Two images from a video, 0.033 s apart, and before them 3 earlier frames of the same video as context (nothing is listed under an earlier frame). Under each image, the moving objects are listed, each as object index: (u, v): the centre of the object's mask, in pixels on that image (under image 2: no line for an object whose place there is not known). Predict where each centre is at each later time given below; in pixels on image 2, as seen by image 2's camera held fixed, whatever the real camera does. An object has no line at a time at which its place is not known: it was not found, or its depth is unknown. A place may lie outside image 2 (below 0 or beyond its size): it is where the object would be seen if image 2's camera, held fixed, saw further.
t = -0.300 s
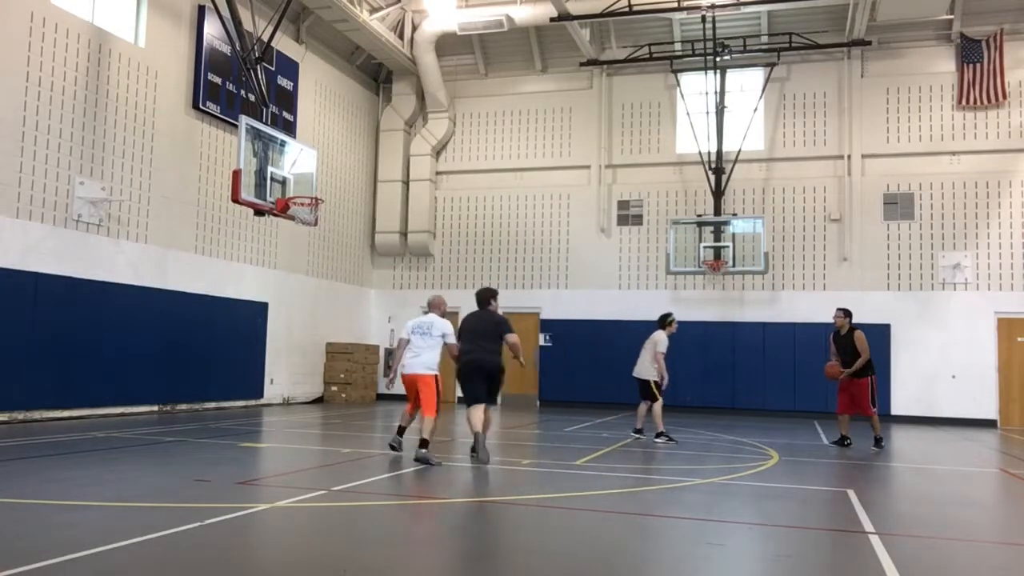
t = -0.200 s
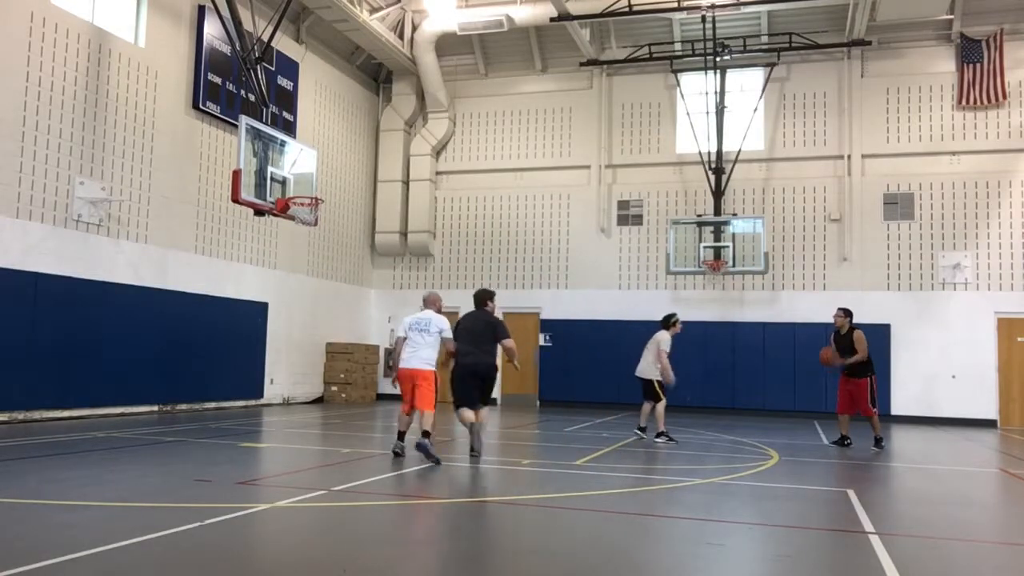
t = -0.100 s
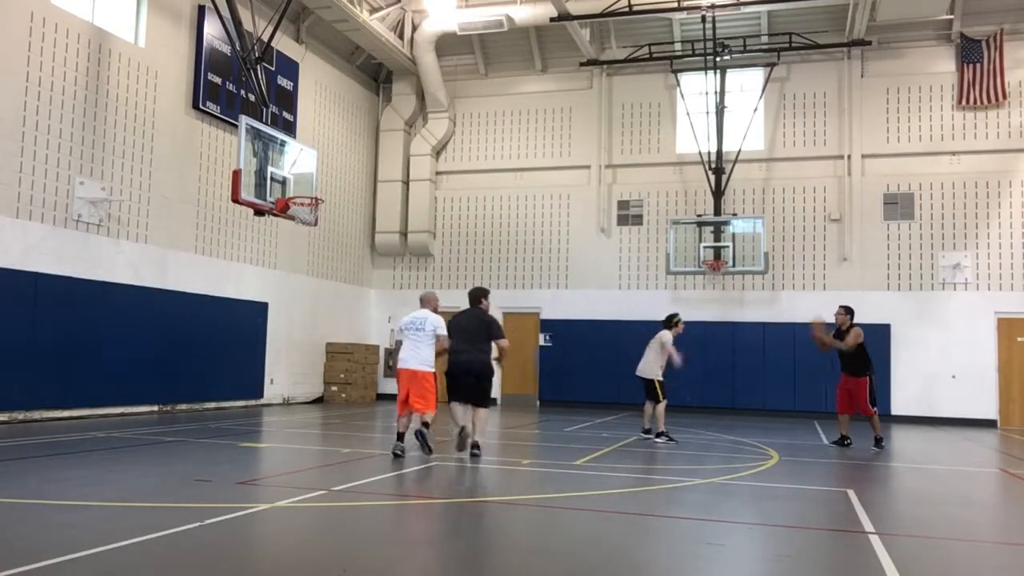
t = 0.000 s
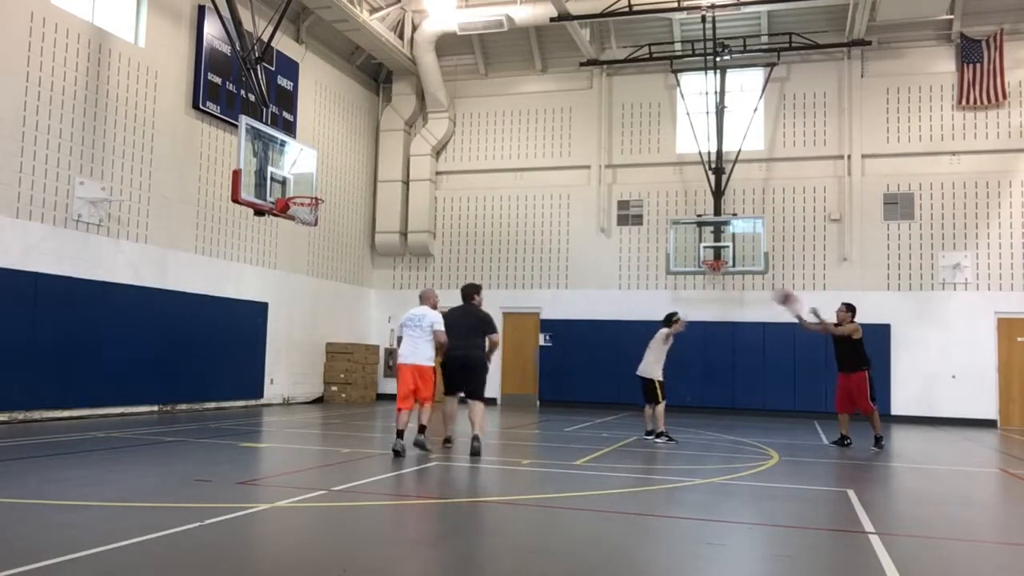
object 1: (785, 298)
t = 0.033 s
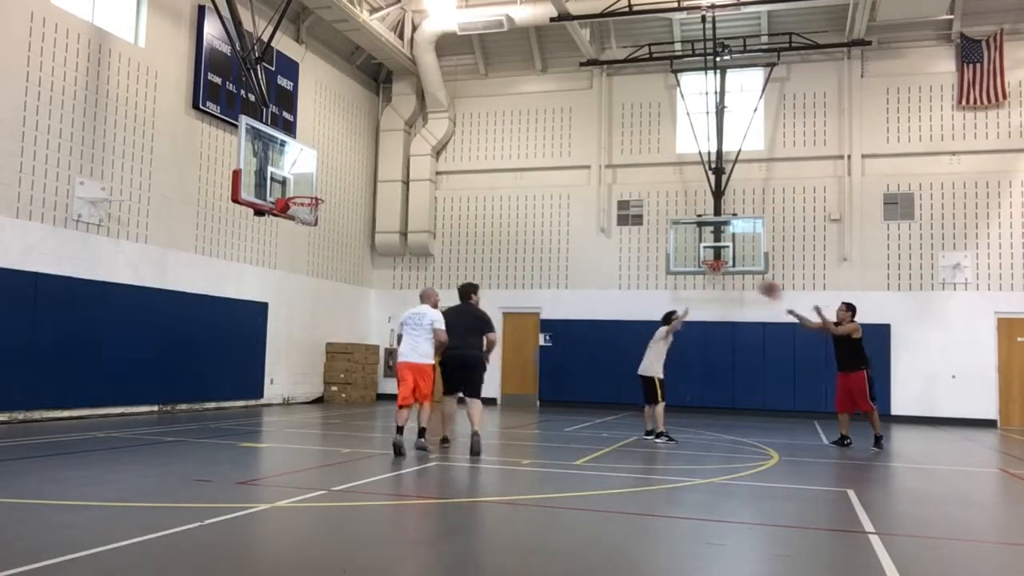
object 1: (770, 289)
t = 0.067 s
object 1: (753, 282)
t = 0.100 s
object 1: (736, 274)
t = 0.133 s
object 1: (722, 271)
